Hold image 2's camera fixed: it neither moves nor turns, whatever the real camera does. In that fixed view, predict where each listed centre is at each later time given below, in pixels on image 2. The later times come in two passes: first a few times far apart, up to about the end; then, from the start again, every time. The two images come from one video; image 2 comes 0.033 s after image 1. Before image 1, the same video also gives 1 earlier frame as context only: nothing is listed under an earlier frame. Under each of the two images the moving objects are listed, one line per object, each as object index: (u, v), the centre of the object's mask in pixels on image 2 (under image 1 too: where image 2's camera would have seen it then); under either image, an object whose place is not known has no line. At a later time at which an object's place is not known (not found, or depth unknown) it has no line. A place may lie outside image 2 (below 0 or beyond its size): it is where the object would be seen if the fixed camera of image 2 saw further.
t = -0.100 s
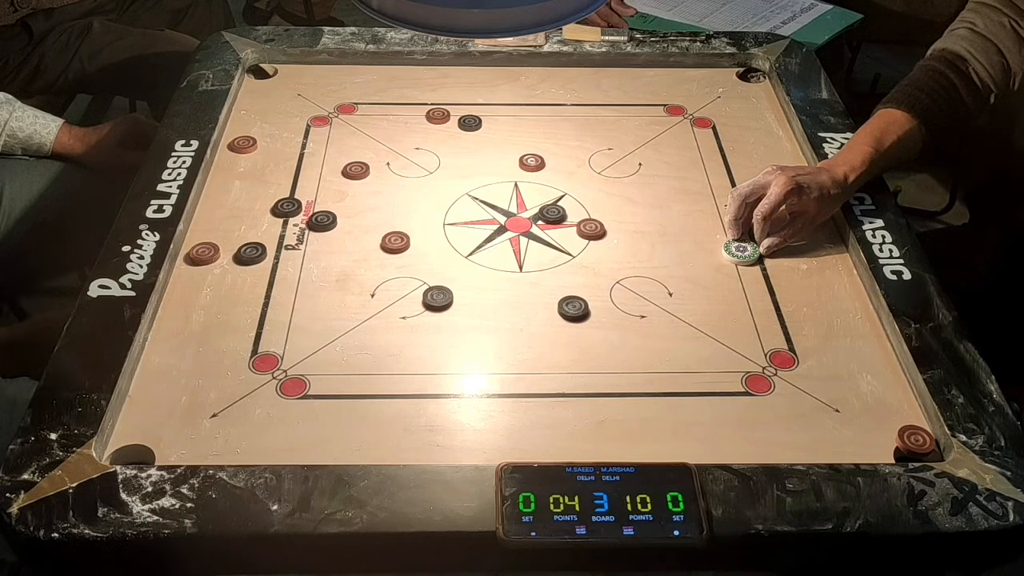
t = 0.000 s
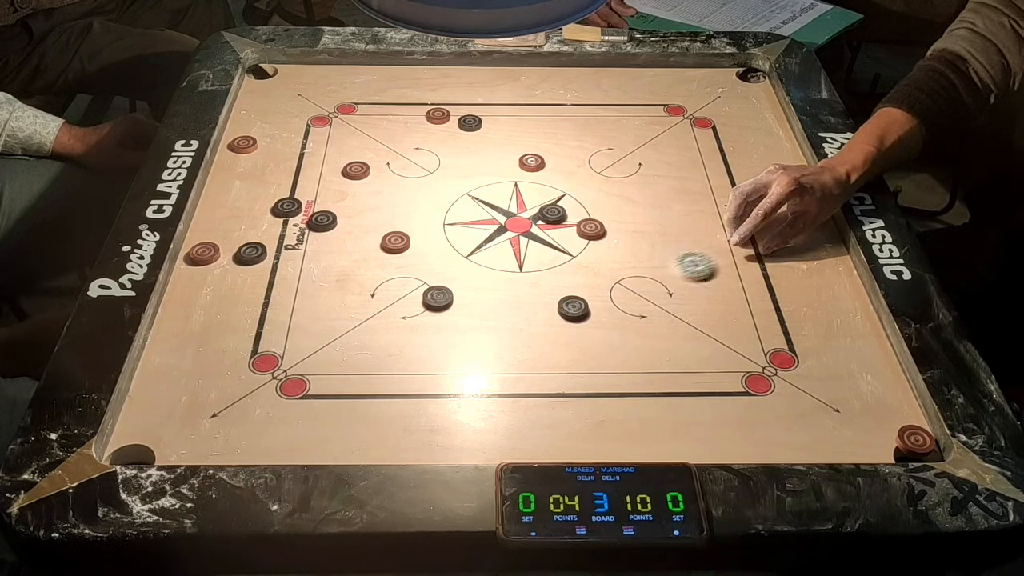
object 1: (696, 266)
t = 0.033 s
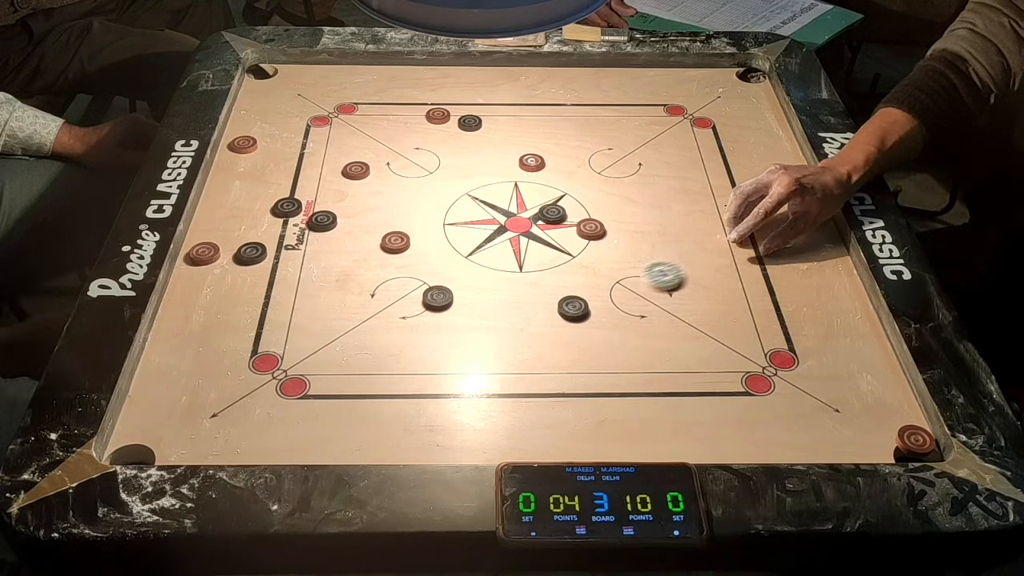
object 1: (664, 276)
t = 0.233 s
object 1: (544, 309)
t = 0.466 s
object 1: (493, 319)
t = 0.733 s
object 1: (491, 320)
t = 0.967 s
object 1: (491, 320)
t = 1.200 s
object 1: (491, 320)
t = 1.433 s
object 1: (491, 320)
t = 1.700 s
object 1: (491, 320)
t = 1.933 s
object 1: (491, 320)
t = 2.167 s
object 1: (491, 320)
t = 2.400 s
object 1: (491, 320)
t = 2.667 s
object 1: (491, 320)
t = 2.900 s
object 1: (491, 320)
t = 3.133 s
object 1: (491, 320)
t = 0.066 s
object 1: (633, 286)
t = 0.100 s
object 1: (602, 295)
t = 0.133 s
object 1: (585, 299)
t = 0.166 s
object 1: (570, 303)
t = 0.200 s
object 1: (556, 305)
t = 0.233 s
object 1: (544, 309)
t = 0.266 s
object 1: (532, 311)
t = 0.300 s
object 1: (523, 313)
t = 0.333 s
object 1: (514, 315)
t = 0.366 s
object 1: (507, 316)
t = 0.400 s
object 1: (501, 318)
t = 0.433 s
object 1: (497, 319)
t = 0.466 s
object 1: (493, 319)
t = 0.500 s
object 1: (491, 320)
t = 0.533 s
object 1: (491, 320)
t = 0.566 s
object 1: (491, 320)
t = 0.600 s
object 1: (491, 320)
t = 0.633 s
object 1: (491, 320)
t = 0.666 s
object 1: (491, 320)
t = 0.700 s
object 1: (491, 320)
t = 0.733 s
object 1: (491, 320)
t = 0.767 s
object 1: (491, 320)
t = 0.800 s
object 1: (491, 320)
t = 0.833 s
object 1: (491, 320)
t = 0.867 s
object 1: (491, 320)
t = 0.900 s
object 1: (491, 320)
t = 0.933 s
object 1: (491, 320)
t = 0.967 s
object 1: (491, 320)
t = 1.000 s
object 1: (491, 320)
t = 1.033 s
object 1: (490, 320)
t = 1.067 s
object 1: (491, 320)
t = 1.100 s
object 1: (491, 320)
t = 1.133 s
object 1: (491, 320)
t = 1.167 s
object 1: (491, 320)
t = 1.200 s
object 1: (491, 320)
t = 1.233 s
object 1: (491, 320)
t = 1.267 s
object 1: (491, 320)
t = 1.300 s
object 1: (491, 320)
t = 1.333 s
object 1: (491, 320)
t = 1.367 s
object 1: (491, 320)
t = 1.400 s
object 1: (491, 320)
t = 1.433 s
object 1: (491, 320)
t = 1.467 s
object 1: (491, 320)
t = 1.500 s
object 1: (491, 320)
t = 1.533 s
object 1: (491, 320)
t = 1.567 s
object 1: (491, 320)
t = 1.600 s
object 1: (491, 320)
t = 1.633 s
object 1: (491, 320)
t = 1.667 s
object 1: (491, 320)
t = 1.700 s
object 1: (491, 320)
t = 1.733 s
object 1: (491, 320)
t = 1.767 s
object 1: (491, 320)
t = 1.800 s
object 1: (491, 320)
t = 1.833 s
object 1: (491, 320)
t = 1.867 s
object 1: (491, 320)
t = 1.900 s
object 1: (491, 320)
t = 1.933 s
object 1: (491, 320)
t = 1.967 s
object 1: (491, 320)
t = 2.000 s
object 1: (491, 320)
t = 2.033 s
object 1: (491, 320)
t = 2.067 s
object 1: (491, 320)
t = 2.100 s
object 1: (491, 320)
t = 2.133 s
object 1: (491, 320)
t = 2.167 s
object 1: (491, 320)
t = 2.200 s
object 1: (491, 320)
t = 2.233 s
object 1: (491, 320)
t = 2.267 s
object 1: (491, 320)
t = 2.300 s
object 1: (491, 320)
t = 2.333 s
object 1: (491, 320)
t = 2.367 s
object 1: (491, 320)
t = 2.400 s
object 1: (491, 320)
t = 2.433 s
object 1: (491, 320)
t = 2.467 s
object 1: (491, 320)
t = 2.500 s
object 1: (491, 320)
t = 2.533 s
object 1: (491, 320)
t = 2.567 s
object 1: (491, 320)
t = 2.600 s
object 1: (491, 320)
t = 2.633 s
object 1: (491, 320)
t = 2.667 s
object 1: (491, 320)
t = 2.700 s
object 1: (491, 320)
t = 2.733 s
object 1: (491, 320)
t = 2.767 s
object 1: (491, 320)
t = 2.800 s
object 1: (491, 320)
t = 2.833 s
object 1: (491, 320)
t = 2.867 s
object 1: (491, 320)
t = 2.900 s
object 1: (491, 320)
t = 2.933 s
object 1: (491, 320)
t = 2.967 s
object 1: (491, 320)
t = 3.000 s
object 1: (491, 320)
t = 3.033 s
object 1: (491, 320)
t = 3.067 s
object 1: (491, 320)
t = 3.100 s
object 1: (491, 320)
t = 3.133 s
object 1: (491, 320)
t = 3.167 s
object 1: (491, 320)
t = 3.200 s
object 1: (491, 320)
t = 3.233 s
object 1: (491, 320)
